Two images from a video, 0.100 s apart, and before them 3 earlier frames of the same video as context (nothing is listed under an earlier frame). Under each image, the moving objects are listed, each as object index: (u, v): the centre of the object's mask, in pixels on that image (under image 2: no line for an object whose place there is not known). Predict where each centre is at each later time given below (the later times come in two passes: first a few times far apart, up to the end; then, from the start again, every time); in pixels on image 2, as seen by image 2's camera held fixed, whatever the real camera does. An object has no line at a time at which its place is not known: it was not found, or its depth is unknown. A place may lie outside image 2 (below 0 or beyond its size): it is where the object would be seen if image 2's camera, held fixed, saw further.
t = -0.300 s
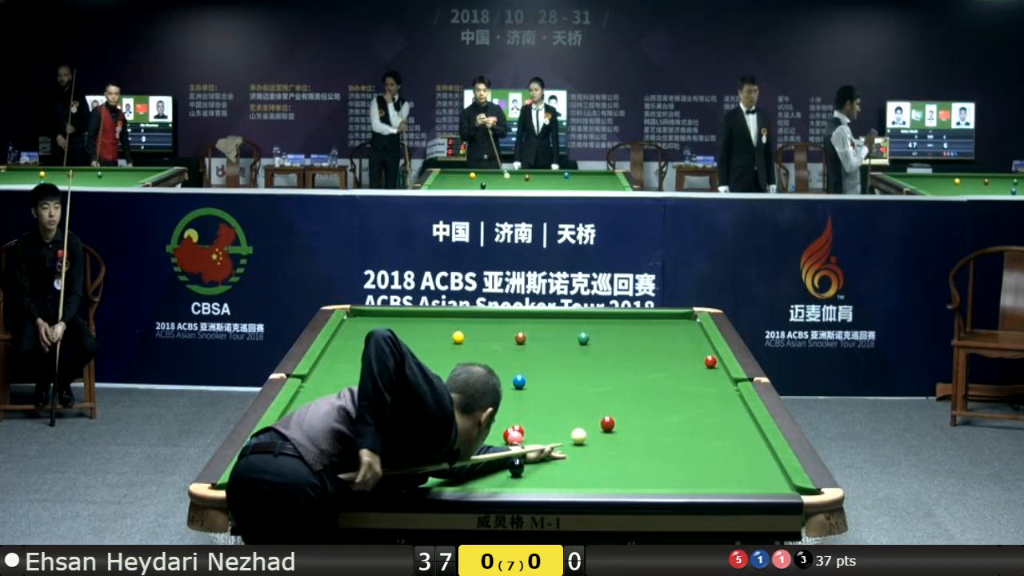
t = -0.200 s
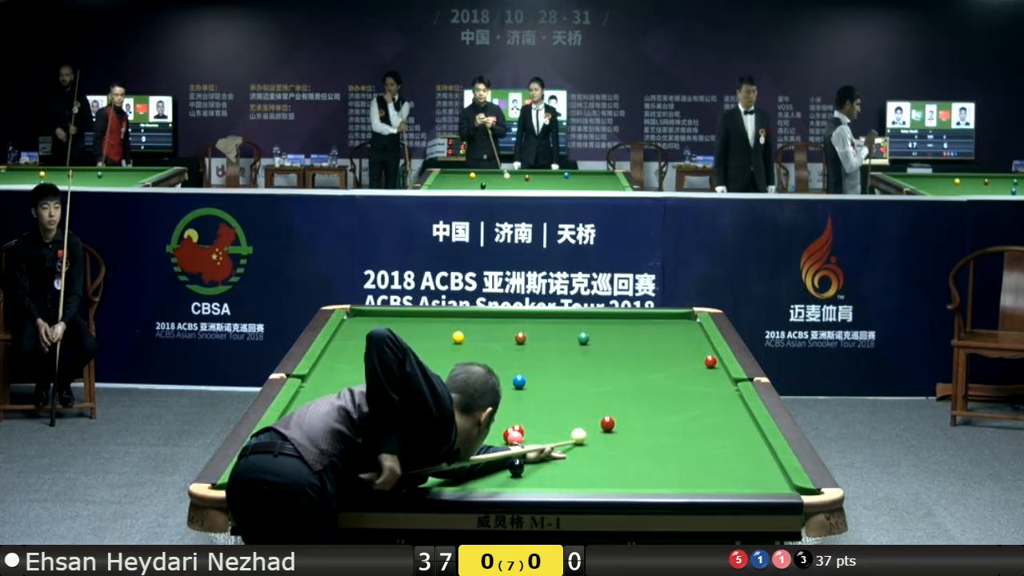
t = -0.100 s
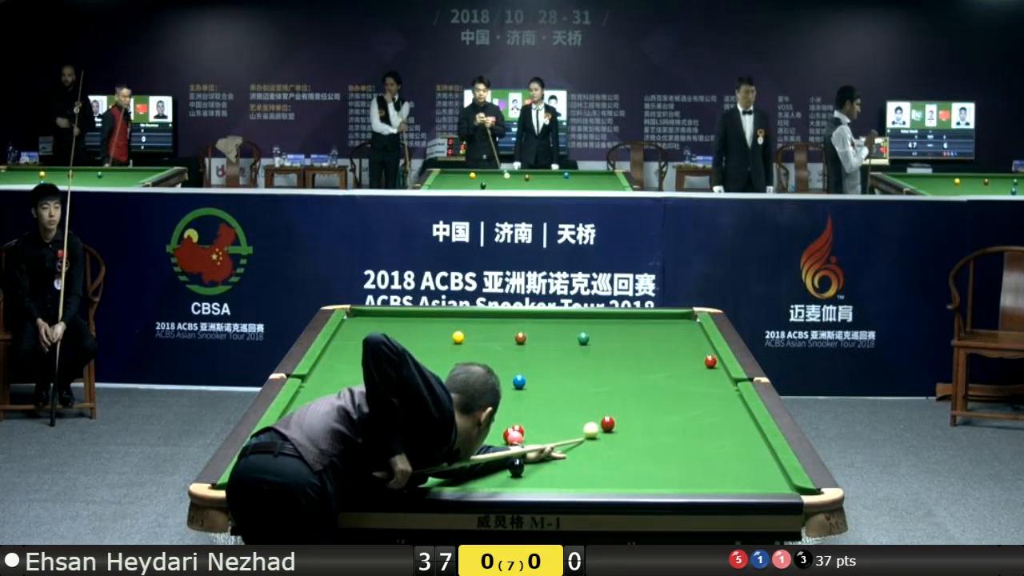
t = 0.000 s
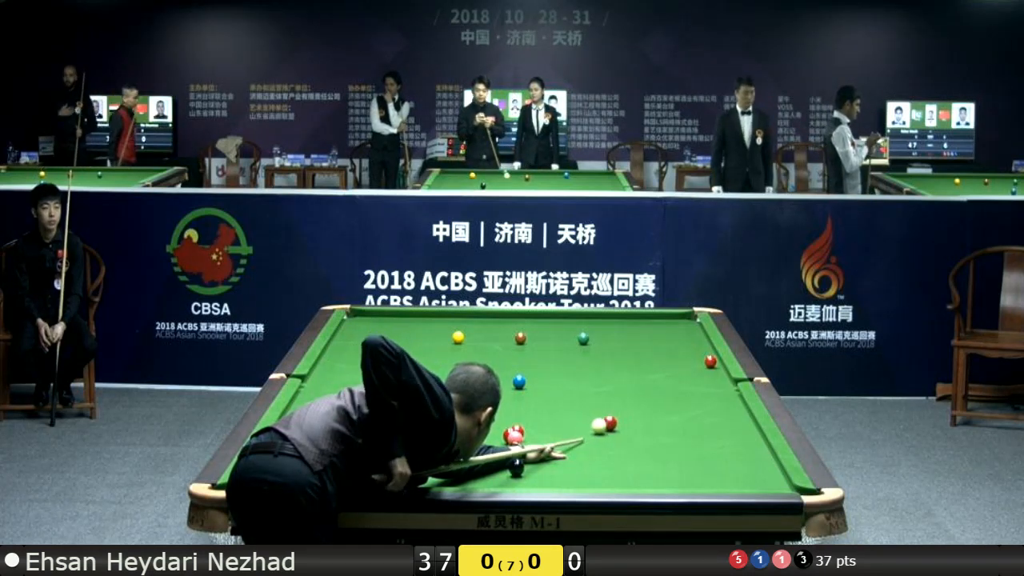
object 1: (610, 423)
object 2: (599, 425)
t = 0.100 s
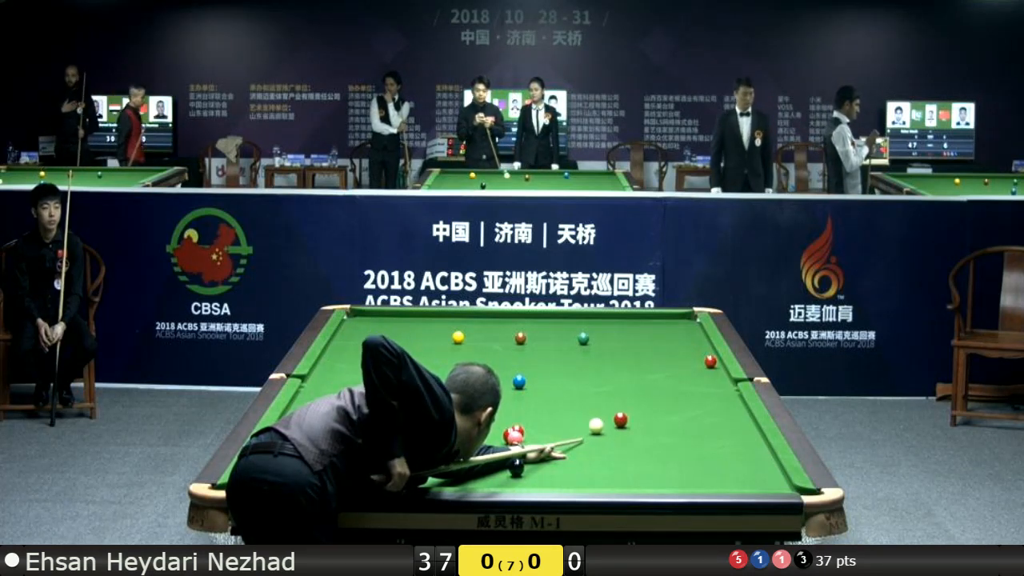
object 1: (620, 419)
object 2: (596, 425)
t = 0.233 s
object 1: (633, 416)
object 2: (593, 425)
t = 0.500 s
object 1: (655, 409)
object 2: (587, 425)
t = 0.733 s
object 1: (674, 403)
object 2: (583, 424)
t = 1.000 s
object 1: (693, 397)
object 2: (580, 424)
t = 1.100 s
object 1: (701, 395)
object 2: (580, 424)
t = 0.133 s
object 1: (624, 419)
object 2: (595, 425)
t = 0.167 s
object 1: (627, 417)
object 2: (594, 425)
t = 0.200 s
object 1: (629, 417)
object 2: (594, 425)
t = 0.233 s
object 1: (633, 416)
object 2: (593, 425)
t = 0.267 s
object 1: (636, 415)
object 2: (591, 425)
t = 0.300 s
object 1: (638, 414)
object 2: (591, 425)
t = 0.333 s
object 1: (642, 413)
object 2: (590, 425)
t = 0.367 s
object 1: (645, 412)
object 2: (589, 425)
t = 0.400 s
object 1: (647, 411)
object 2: (589, 425)
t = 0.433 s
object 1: (650, 410)
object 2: (588, 425)
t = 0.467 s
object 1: (653, 409)
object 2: (587, 425)
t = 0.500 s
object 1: (655, 409)
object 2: (587, 425)
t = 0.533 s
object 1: (658, 408)
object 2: (586, 425)
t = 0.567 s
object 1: (661, 407)
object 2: (586, 425)
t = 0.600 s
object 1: (663, 406)
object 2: (585, 425)
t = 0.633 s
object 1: (666, 405)
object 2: (585, 424)
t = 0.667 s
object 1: (670, 404)
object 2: (584, 425)
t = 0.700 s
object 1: (673, 403)
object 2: (584, 424)
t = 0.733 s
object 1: (674, 403)
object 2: (583, 424)
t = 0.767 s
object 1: (677, 402)
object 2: (583, 425)
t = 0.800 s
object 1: (679, 401)
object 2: (582, 424)
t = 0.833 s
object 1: (682, 400)
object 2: (582, 424)
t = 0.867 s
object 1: (685, 399)
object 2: (582, 424)
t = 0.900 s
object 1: (686, 399)
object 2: (581, 424)
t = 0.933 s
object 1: (689, 398)
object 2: (581, 424)
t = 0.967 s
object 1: (692, 397)
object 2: (581, 424)
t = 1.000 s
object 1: (693, 397)
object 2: (580, 424)
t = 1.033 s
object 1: (696, 396)
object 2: (580, 424)
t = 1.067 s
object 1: (699, 395)
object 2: (580, 424)
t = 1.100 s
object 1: (701, 395)
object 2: (580, 424)
